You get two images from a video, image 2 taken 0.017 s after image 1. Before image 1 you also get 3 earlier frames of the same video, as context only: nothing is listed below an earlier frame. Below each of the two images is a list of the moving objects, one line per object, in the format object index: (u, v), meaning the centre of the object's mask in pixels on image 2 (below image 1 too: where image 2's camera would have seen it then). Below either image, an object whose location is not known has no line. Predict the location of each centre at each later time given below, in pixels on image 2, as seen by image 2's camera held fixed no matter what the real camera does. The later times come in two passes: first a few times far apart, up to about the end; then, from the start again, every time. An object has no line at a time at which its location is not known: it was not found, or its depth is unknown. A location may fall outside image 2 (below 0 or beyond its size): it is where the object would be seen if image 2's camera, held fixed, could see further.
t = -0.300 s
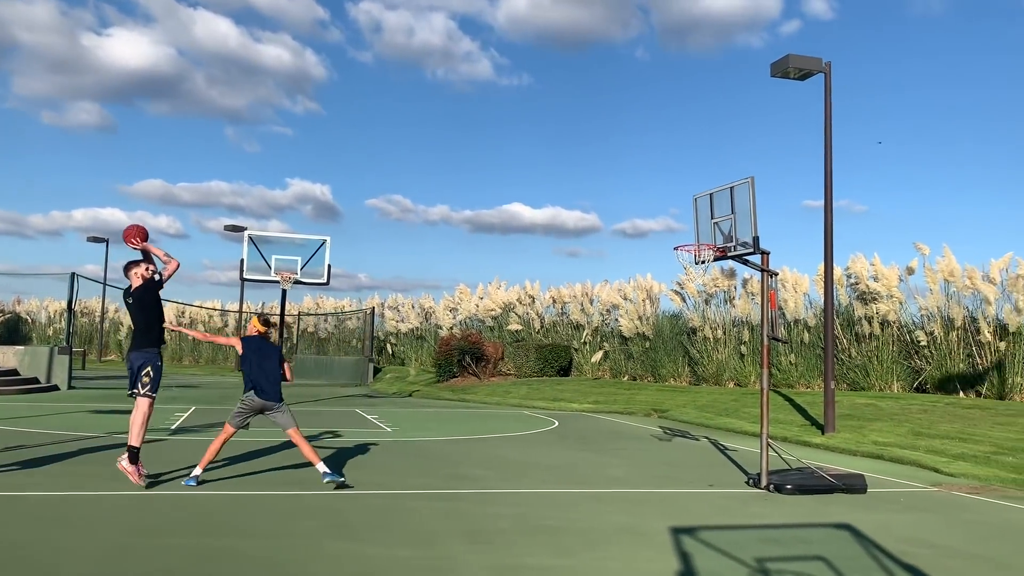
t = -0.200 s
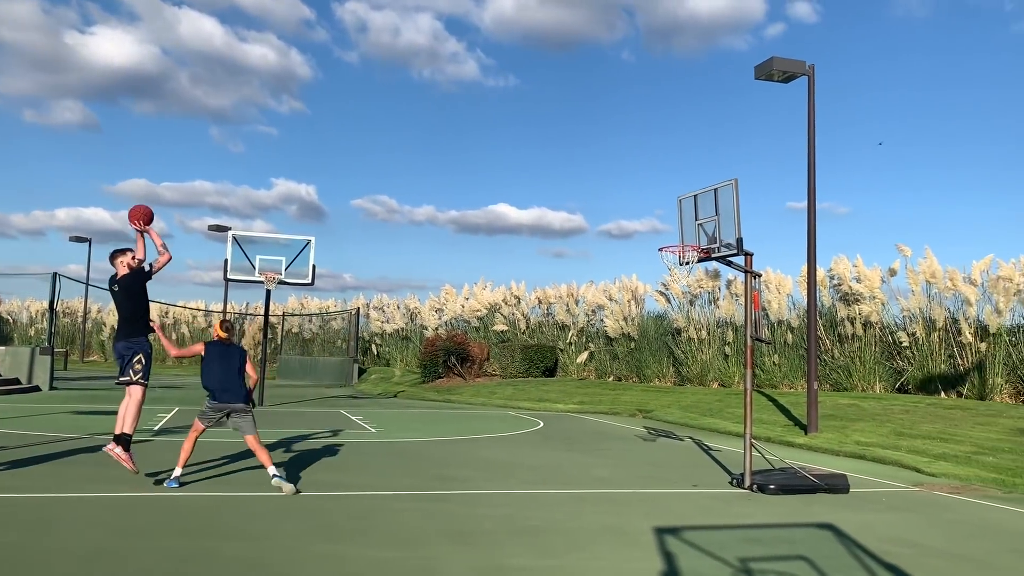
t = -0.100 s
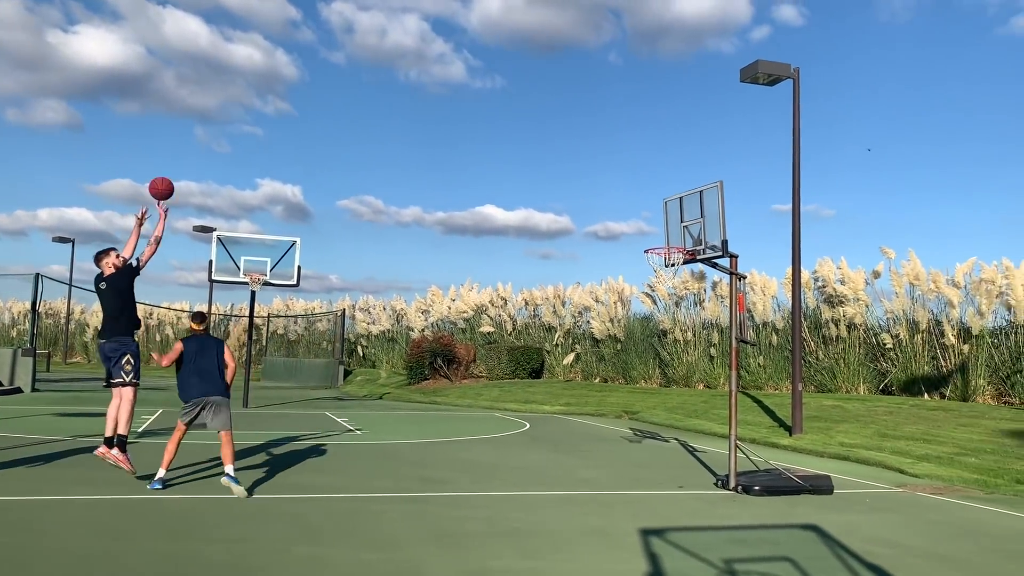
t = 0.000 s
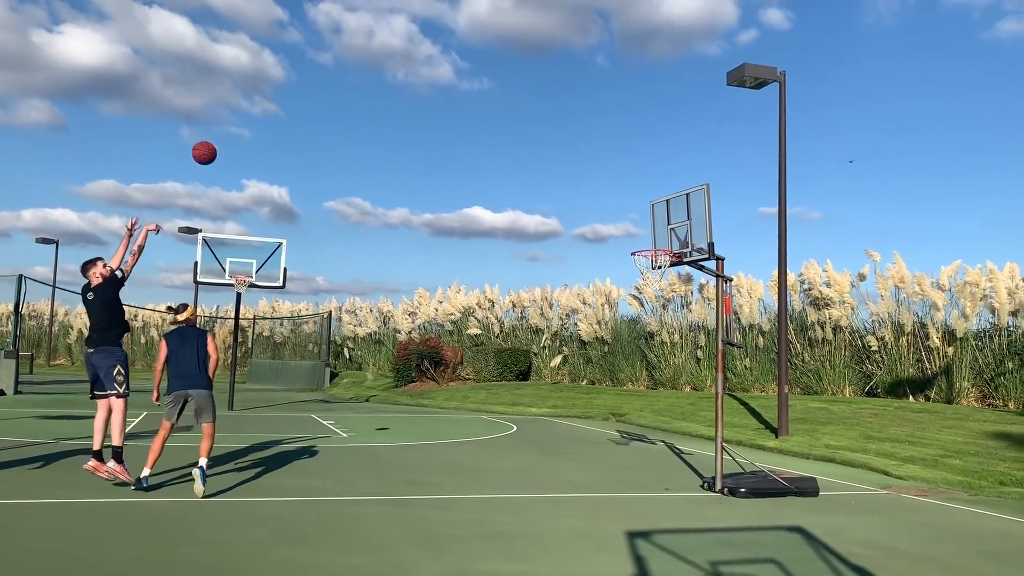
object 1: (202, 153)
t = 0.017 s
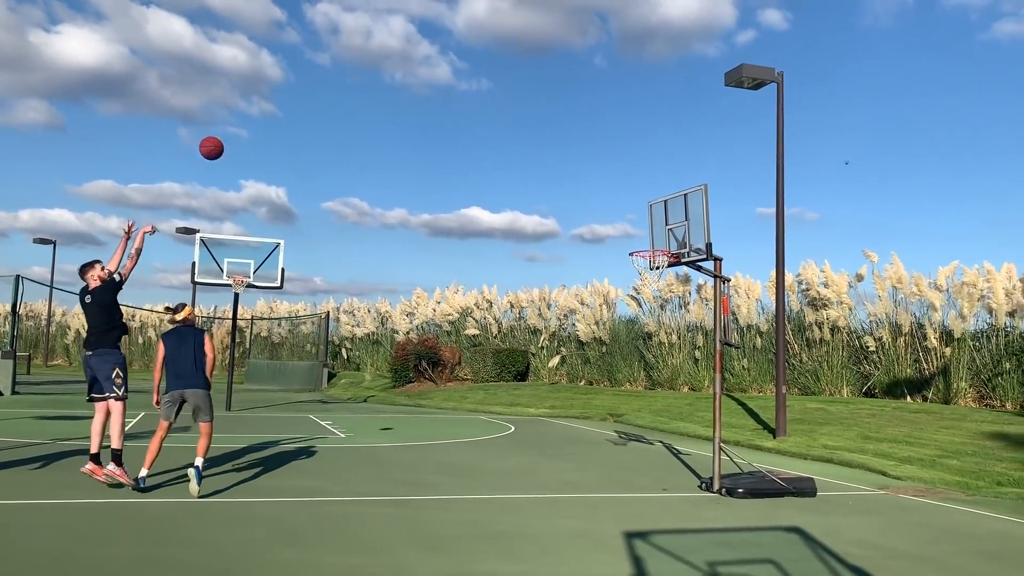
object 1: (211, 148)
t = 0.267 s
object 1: (346, 108)
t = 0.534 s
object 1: (473, 126)
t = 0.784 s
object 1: (581, 195)
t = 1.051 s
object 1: (612, 263)
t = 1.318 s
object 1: (546, 344)
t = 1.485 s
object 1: (498, 455)
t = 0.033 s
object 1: (221, 143)
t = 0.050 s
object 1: (230, 139)
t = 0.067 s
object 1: (240, 135)
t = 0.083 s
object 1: (249, 131)
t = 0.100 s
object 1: (258, 128)
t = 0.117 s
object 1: (267, 125)
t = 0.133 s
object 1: (276, 122)
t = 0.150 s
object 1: (285, 119)
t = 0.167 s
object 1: (294, 116)
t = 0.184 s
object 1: (303, 114)
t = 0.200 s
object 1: (312, 113)
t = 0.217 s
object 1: (320, 111)
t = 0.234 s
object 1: (329, 110)
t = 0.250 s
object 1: (337, 108)
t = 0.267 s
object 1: (346, 108)
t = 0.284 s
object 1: (354, 107)
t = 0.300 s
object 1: (362, 107)
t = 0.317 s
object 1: (371, 107)
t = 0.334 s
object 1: (379, 107)
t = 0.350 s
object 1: (387, 107)
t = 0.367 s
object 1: (395, 108)
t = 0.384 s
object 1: (403, 109)
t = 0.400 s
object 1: (411, 109)
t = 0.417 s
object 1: (419, 111)
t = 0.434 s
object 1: (427, 112)
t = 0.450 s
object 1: (434, 114)
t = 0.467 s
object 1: (442, 116)
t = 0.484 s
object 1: (450, 118)
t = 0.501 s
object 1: (458, 120)
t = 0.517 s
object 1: (465, 123)
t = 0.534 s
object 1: (473, 126)
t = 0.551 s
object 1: (480, 129)
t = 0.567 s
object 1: (488, 132)
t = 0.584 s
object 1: (495, 136)
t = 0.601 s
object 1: (502, 140)
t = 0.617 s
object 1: (510, 144)
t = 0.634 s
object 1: (517, 148)
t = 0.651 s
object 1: (524, 152)
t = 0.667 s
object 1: (532, 157)
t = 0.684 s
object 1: (539, 162)
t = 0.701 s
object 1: (546, 166)
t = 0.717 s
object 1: (553, 172)
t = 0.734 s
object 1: (560, 177)
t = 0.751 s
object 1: (567, 183)
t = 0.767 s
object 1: (574, 188)
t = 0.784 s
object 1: (581, 195)
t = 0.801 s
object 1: (588, 201)
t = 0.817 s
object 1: (595, 207)
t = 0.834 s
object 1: (602, 214)
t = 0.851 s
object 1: (609, 221)
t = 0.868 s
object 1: (616, 228)
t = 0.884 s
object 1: (623, 235)
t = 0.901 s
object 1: (629, 243)
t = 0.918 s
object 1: (635, 250)
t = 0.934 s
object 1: (634, 252)
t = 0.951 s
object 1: (631, 253)
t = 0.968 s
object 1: (628, 254)
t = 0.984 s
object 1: (625, 255)
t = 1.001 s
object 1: (622, 257)
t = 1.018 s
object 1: (619, 258)
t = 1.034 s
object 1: (615, 261)
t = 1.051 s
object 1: (612, 263)
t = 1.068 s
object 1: (609, 266)
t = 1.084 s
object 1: (605, 269)
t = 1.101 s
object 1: (601, 271)
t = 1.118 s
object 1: (598, 275)
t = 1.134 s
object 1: (594, 279)
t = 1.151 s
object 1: (590, 283)
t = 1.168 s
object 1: (586, 288)
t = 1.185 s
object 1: (582, 292)
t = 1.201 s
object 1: (577, 297)
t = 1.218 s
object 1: (573, 302)
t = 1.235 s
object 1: (568, 308)
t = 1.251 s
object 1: (564, 314)
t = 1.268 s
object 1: (560, 321)
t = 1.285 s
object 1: (555, 328)
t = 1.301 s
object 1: (551, 336)
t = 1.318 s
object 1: (546, 344)
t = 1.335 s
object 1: (541, 353)
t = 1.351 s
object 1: (536, 362)
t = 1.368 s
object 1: (532, 372)
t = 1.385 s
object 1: (529, 383)
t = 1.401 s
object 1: (523, 394)
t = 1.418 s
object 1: (519, 405)
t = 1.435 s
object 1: (514, 417)
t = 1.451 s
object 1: (509, 429)
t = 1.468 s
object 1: (504, 442)
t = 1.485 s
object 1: (498, 455)
